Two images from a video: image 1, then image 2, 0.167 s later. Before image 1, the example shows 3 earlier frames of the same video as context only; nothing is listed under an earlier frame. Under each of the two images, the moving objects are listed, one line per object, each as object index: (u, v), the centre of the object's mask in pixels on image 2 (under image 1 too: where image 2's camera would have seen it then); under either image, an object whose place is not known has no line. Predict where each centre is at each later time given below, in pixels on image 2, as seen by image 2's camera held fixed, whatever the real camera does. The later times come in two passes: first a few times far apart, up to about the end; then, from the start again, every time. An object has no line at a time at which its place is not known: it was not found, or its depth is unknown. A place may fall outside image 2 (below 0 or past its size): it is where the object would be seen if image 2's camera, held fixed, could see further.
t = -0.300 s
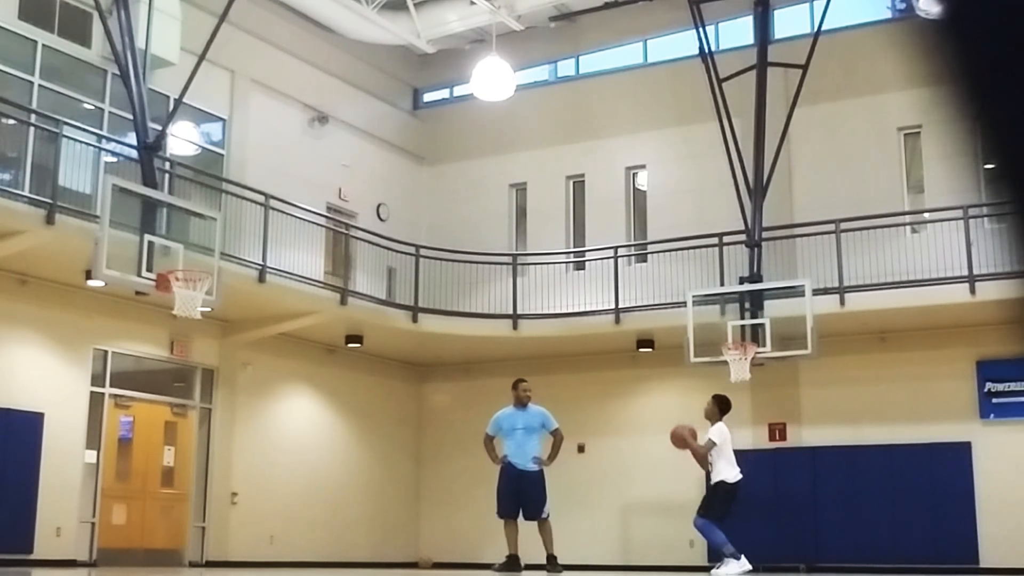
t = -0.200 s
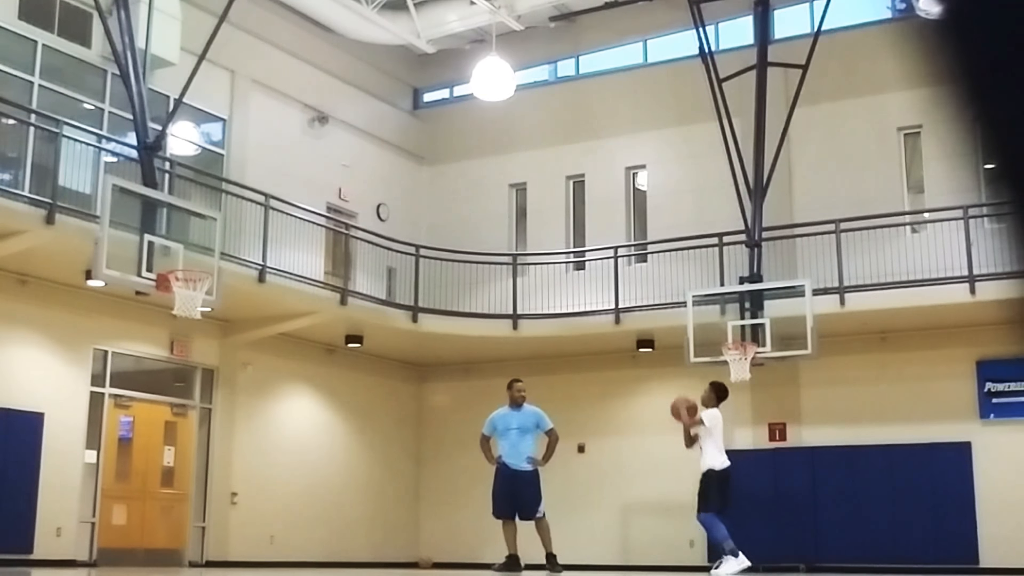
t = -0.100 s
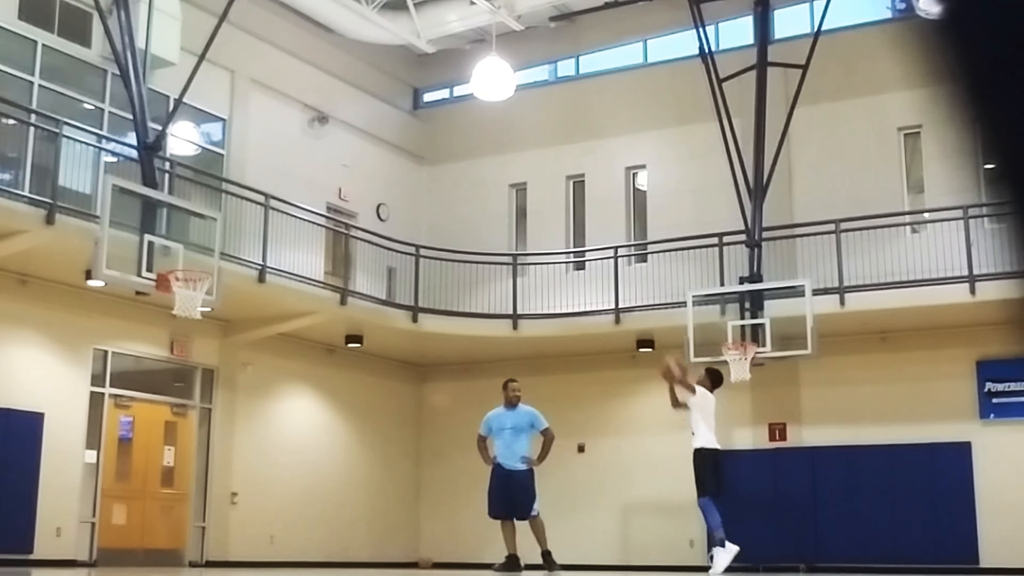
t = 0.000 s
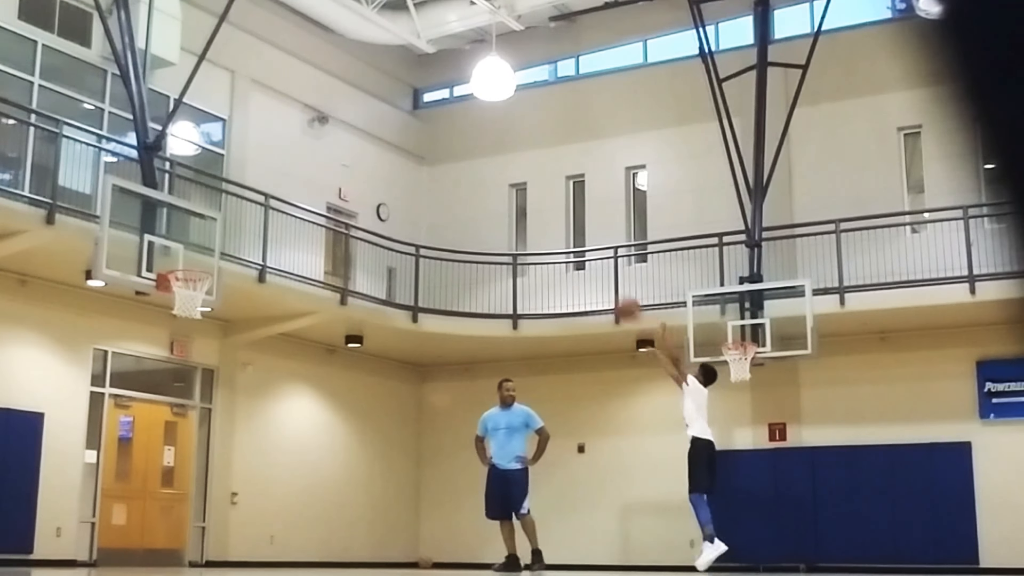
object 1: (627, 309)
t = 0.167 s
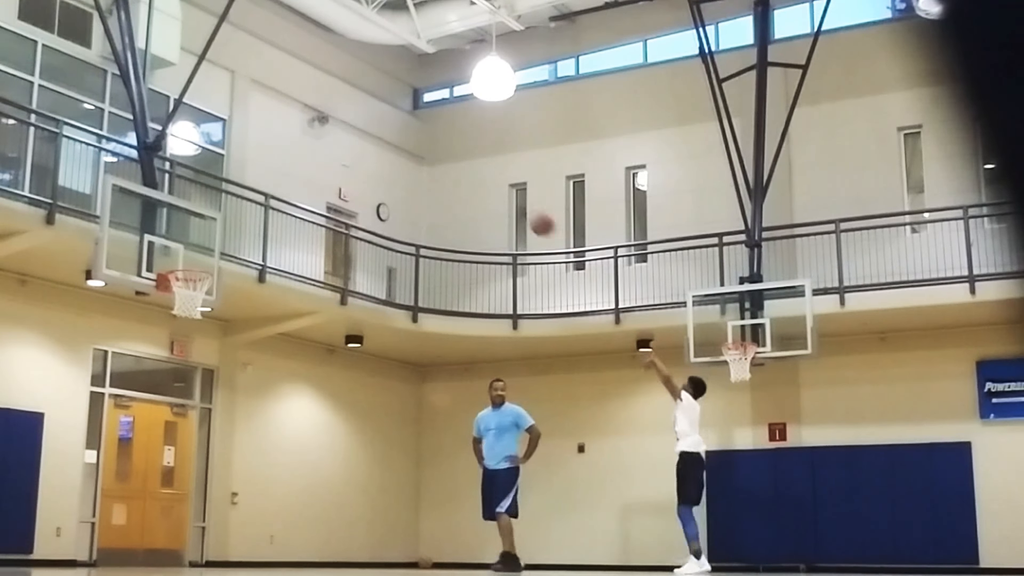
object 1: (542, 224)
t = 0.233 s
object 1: (512, 200)
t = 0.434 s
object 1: (422, 157)
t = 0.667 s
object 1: (328, 154)
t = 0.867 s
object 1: (252, 190)
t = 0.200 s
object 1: (526, 211)
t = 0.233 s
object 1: (512, 200)
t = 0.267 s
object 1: (495, 191)
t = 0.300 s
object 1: (480, 182)
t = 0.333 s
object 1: (465, 173)
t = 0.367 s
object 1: (451, 166)
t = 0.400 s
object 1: (436, 161)
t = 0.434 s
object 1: (422, 157)
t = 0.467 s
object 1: (408, 155)
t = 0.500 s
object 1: (394, 152)
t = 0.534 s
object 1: (381, 149)
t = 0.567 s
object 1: (367, 149)
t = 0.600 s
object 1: (354, 149)
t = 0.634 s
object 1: (341, 151)
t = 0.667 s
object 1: (328, 154)
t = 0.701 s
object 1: (314, 157)
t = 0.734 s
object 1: (302, 162)
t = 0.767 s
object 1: (289, 168)
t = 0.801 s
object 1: (276, 174)
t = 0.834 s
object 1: (264, 182)
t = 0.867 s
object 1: (252, 190)
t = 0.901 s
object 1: (239, 199)
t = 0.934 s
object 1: (226, 211)
